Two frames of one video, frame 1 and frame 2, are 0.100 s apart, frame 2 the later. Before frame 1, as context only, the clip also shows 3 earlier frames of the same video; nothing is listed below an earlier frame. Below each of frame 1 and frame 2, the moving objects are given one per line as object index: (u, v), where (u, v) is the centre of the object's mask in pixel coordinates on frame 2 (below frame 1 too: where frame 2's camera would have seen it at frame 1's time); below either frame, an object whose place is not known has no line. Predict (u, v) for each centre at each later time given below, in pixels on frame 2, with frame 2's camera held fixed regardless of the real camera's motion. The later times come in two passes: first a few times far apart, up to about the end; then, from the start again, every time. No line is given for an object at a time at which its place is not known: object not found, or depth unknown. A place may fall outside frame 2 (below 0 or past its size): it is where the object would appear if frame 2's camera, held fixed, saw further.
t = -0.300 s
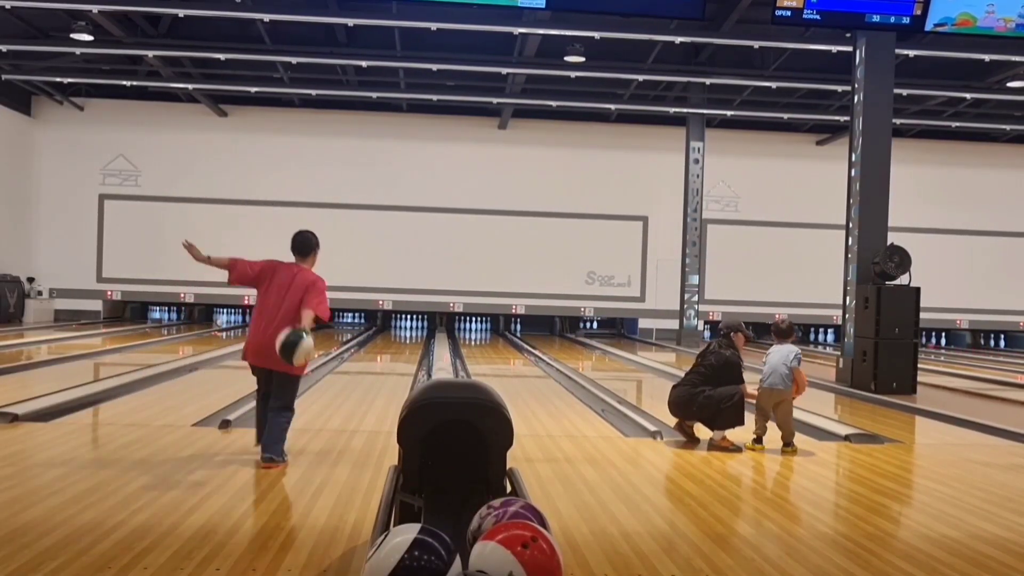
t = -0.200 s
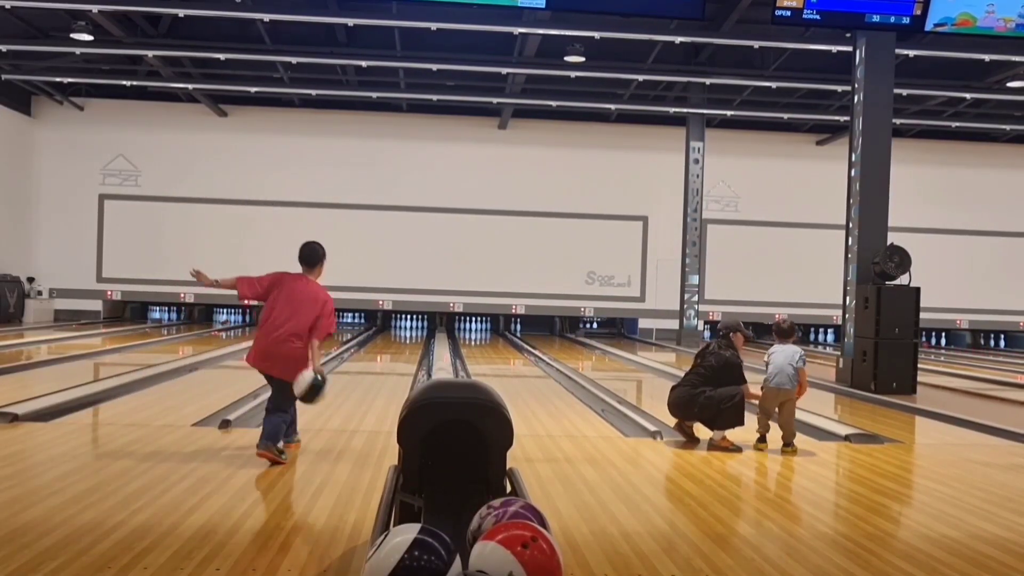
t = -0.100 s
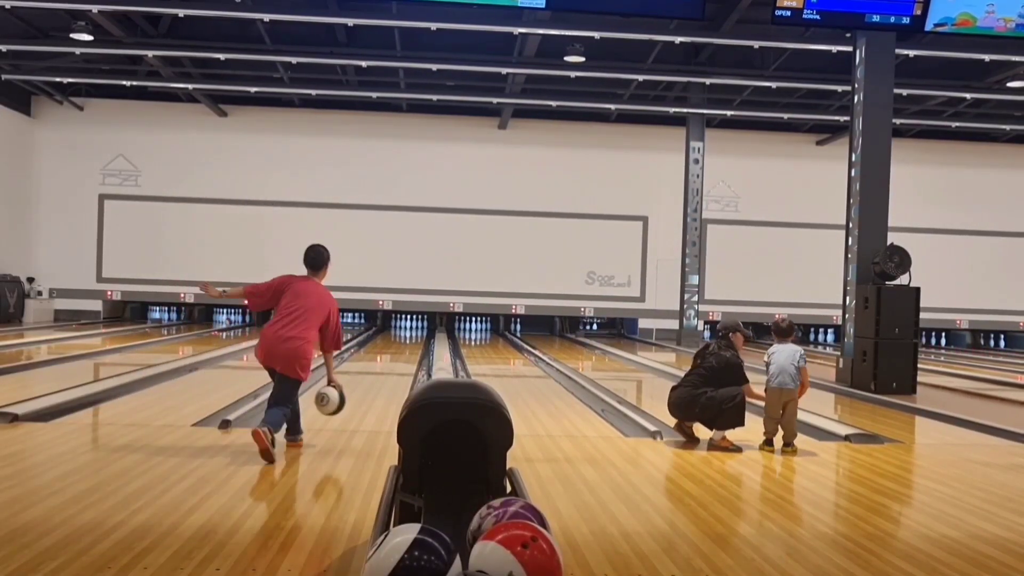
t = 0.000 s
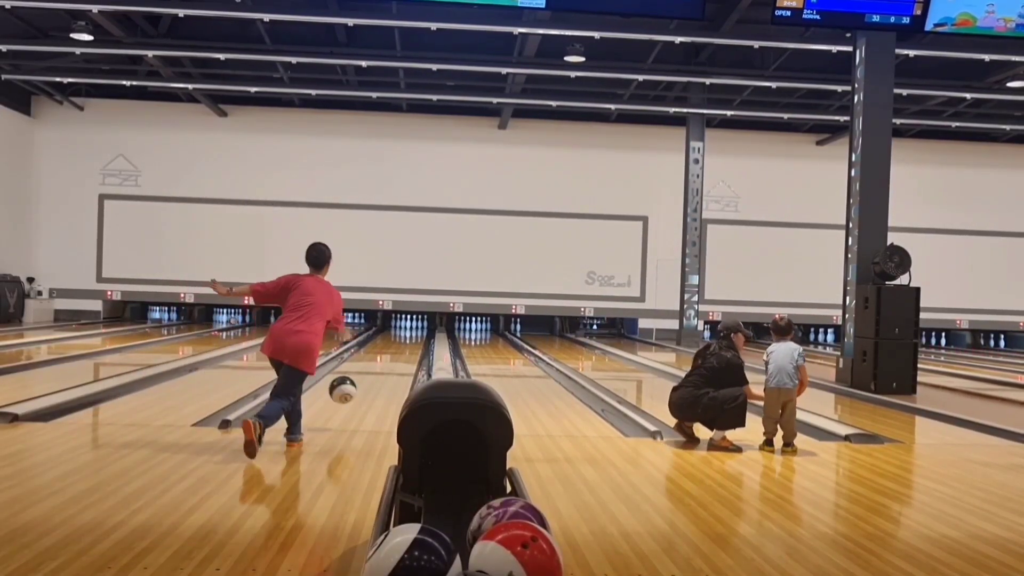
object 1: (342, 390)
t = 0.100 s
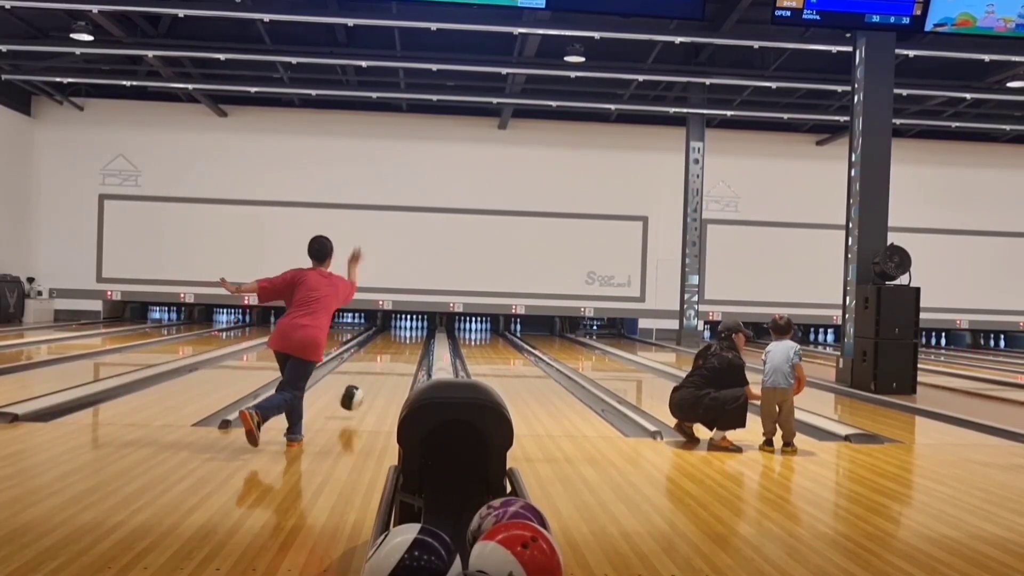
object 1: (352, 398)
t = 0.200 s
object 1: (358, 393)
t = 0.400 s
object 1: (371, 381)
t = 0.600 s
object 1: (380, 369)
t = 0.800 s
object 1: (386, 361)
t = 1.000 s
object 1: (393, 356)
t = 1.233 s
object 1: (397, 348)
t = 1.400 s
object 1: (400, 344)
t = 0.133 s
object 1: (353, 401)
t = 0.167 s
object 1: (356, 395)
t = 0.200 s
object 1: (358, 393)
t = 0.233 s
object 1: (361, 391)
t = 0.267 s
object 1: (363, 390)
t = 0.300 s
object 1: (365, 387)
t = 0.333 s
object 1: (367, 386)
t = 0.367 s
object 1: (369, 383)
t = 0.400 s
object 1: (371, 381)
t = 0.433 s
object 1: (372, 379)
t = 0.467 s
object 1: (374, 377)
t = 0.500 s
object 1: (375, 375)
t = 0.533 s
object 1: (377, 373)
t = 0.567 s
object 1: (379, 371)
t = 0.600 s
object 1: (380, 369)
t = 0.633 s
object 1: (382, 367)
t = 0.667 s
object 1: (382, 366)
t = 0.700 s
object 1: (383, 365)
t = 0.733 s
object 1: (384, 364)
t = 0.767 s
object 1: (385, 362)
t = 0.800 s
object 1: (386, 361)
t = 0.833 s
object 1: (387, 360)
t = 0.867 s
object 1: (388, 359)
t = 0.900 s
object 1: (389, 358)
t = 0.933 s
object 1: (390, 357)
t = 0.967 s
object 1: (392, 356)
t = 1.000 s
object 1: (393, 356)
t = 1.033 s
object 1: (394, 354)
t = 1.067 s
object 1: (394, 353)
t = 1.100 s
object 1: (395, 352)
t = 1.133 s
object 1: (395, 351)
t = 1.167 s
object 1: (396, 350)
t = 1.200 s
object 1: (397, 348)
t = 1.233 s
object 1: (397, 348)
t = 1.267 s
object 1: (398, 346)
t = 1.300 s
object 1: (398, 345)
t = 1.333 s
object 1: (399, 345)
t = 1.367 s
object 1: (399, 344)
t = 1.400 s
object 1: (400, 344)
